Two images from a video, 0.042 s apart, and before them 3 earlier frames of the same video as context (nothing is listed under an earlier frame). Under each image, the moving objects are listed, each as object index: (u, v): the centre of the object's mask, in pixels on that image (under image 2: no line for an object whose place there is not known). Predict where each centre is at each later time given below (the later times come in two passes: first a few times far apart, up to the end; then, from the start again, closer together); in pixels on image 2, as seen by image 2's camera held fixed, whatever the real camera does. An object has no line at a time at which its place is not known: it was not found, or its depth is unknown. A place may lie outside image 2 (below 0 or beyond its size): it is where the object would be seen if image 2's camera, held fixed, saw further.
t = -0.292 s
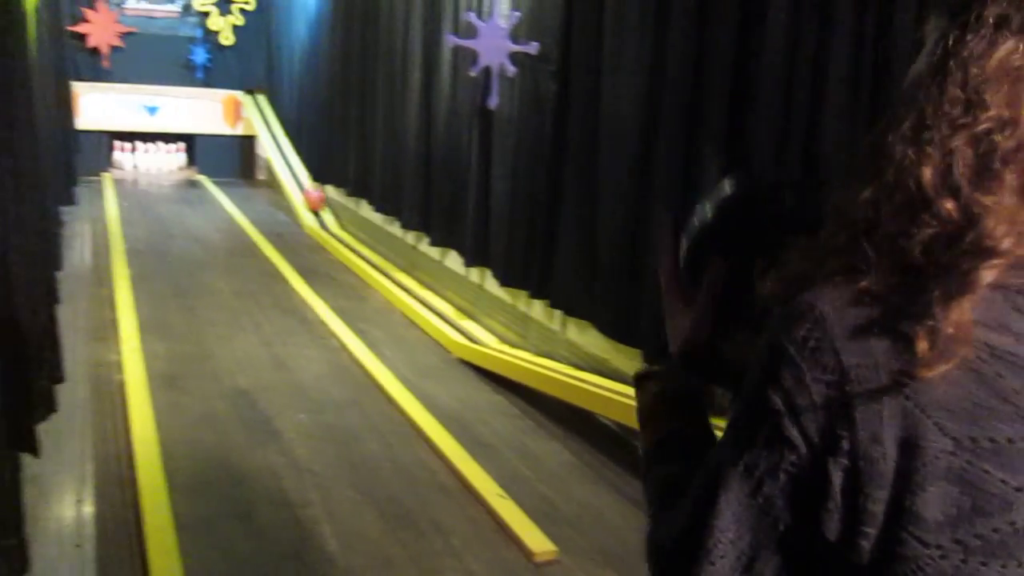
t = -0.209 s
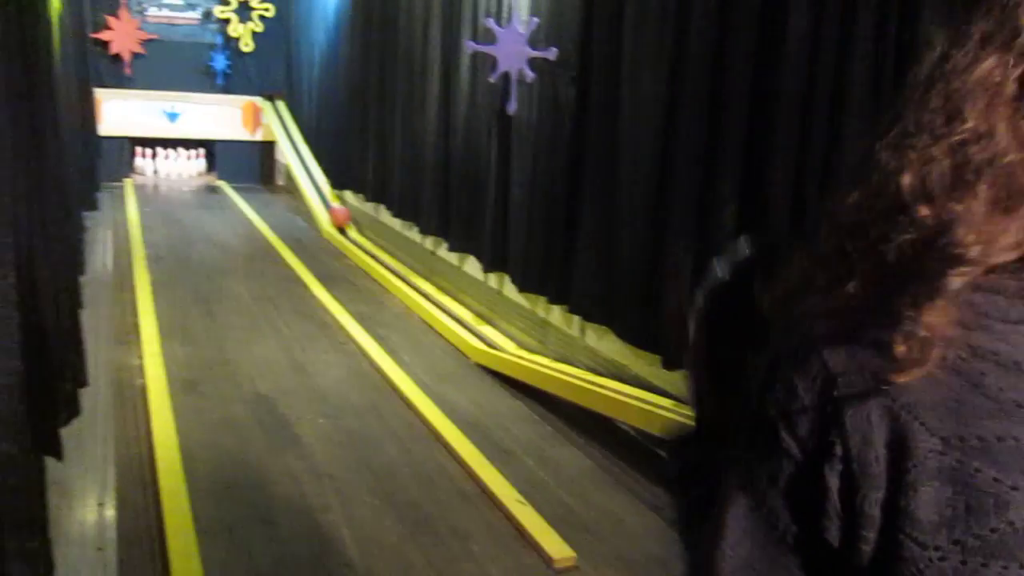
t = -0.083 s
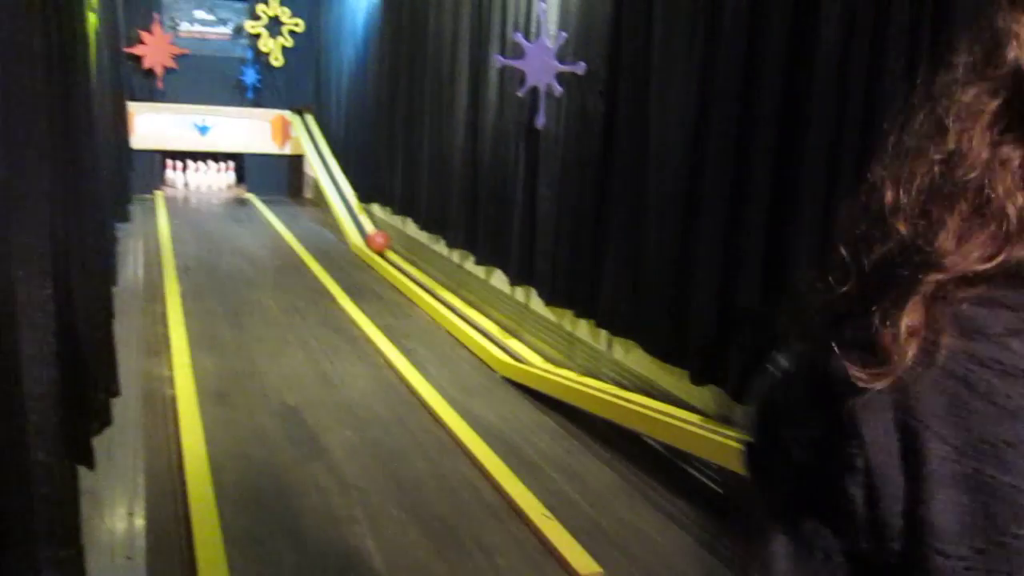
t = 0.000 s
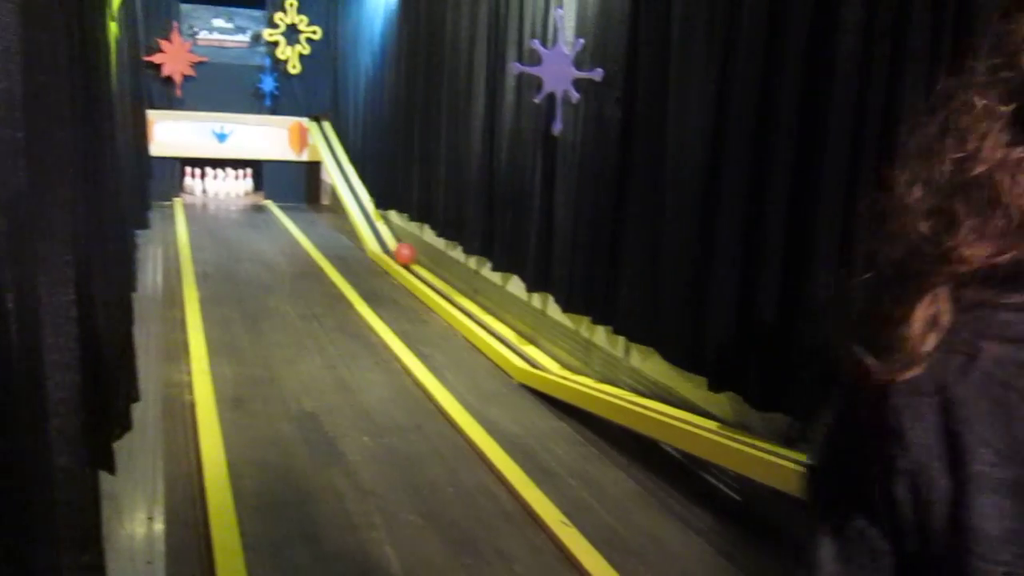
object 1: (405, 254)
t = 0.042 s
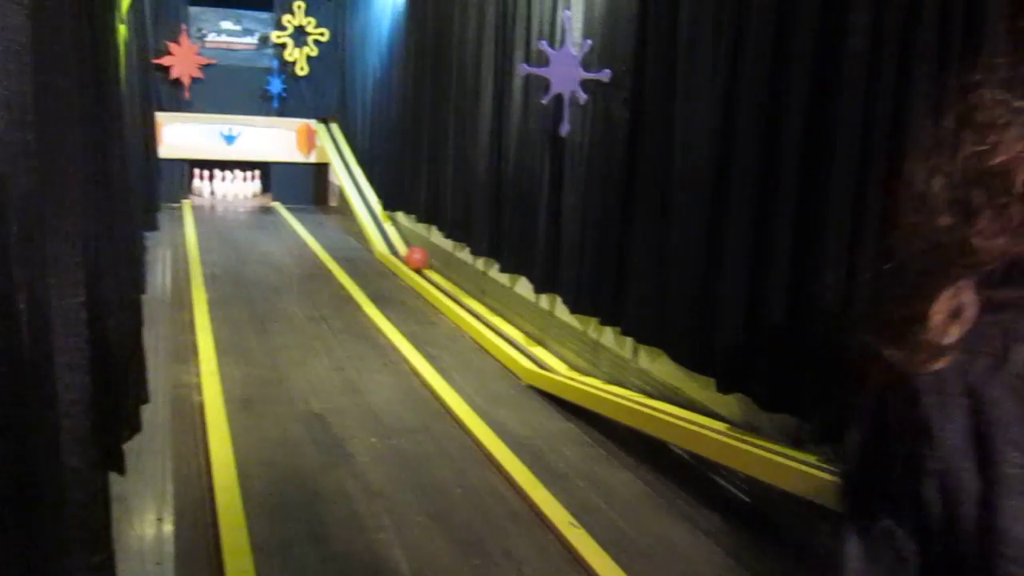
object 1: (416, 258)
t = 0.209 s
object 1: (436, 272)
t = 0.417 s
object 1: (465, 293)
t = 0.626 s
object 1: (501, 318)
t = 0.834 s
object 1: (547, 350)
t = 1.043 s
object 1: (607, 372)
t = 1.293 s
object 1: (700, 401)
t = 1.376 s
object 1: (738, 414)
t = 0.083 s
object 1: (421, 262)
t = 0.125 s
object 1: (426, 265)
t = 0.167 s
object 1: (431, 268)
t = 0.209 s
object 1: (436, 272)
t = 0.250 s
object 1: (441, 276)
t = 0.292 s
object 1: (447, 280)
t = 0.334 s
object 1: (453, 284)
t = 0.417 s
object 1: (465, 293)
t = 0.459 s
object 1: (471, 297)
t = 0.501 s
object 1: (479, 302)
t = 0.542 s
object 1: (485, 307)
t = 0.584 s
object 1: (494, 313)
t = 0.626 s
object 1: (501, 318)
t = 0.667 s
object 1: (509, 324)
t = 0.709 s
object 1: (518, 330)
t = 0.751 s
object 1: (527, 337)
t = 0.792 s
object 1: (537, 344)
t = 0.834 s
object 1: (547, 350)
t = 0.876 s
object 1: (558, 356)
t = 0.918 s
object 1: (569, 359)
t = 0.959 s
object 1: (580, 363)
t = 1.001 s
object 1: (593, 367)
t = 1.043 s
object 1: (607, 372)
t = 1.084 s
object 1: (622, 376)
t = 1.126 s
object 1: (637, 381)
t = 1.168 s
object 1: (653, 386)
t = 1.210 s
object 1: (667, 391)
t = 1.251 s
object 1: (683, 397)
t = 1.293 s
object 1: (700, 401)
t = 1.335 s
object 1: (719, 408)
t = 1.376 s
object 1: (738, 414)
